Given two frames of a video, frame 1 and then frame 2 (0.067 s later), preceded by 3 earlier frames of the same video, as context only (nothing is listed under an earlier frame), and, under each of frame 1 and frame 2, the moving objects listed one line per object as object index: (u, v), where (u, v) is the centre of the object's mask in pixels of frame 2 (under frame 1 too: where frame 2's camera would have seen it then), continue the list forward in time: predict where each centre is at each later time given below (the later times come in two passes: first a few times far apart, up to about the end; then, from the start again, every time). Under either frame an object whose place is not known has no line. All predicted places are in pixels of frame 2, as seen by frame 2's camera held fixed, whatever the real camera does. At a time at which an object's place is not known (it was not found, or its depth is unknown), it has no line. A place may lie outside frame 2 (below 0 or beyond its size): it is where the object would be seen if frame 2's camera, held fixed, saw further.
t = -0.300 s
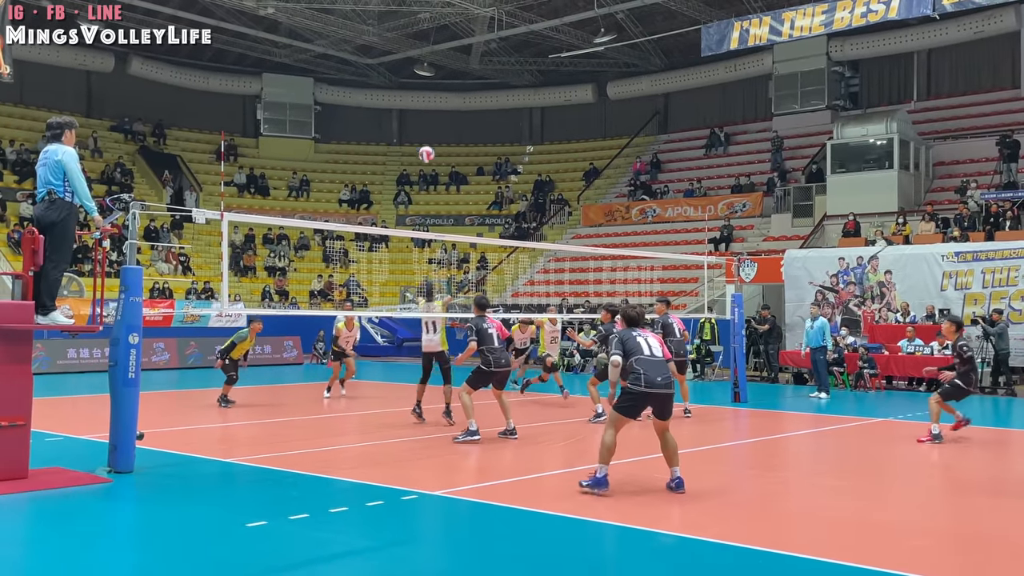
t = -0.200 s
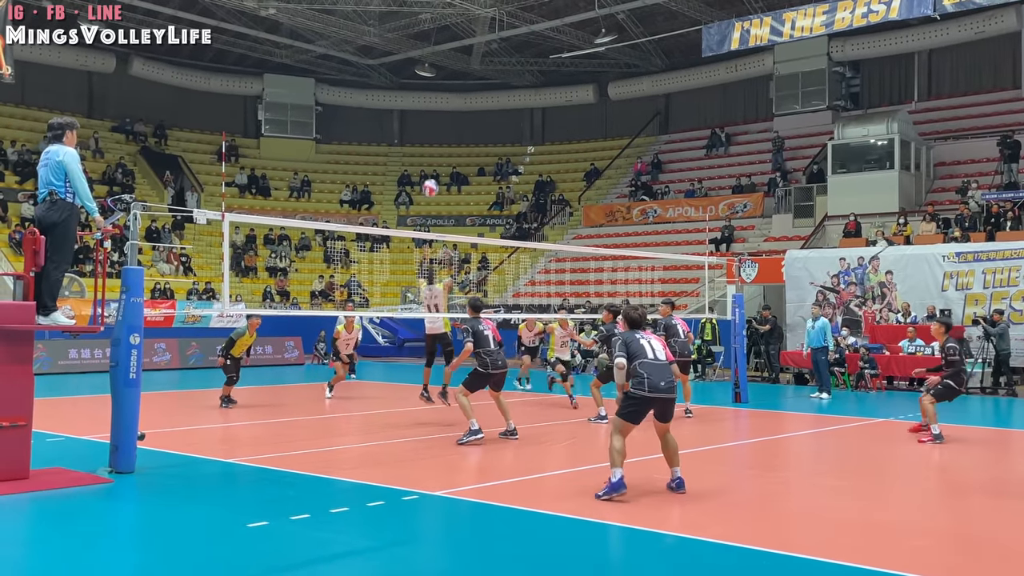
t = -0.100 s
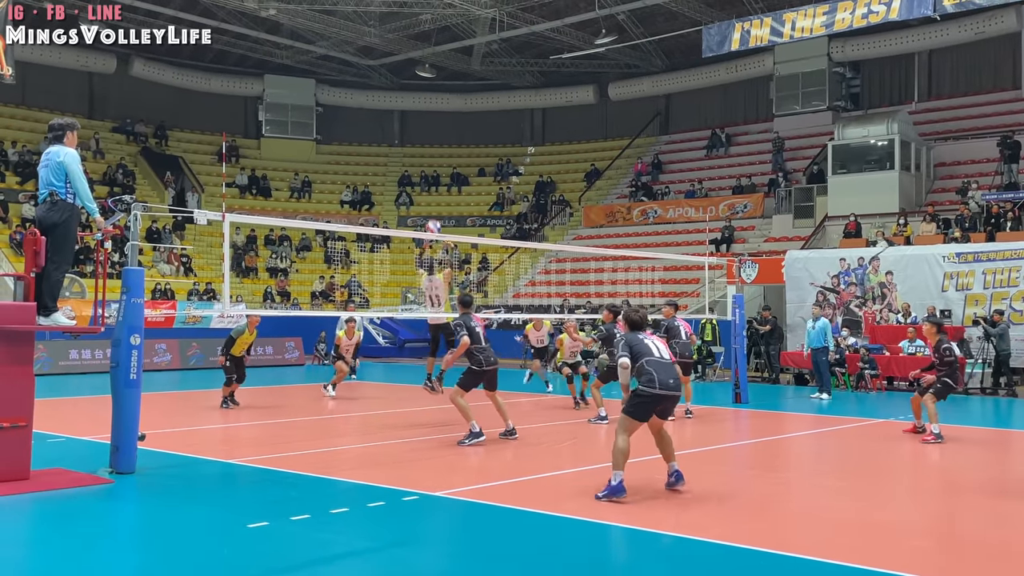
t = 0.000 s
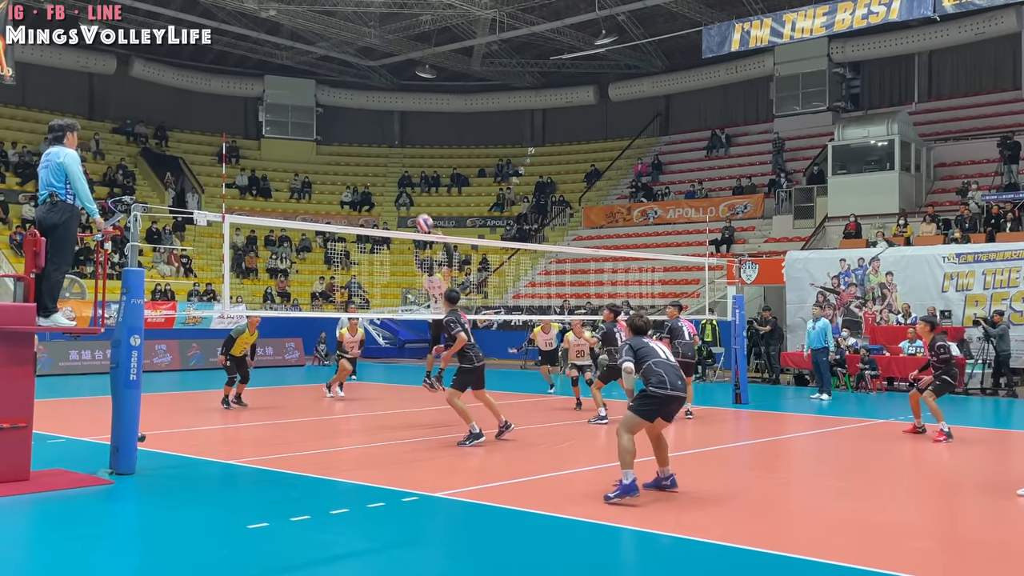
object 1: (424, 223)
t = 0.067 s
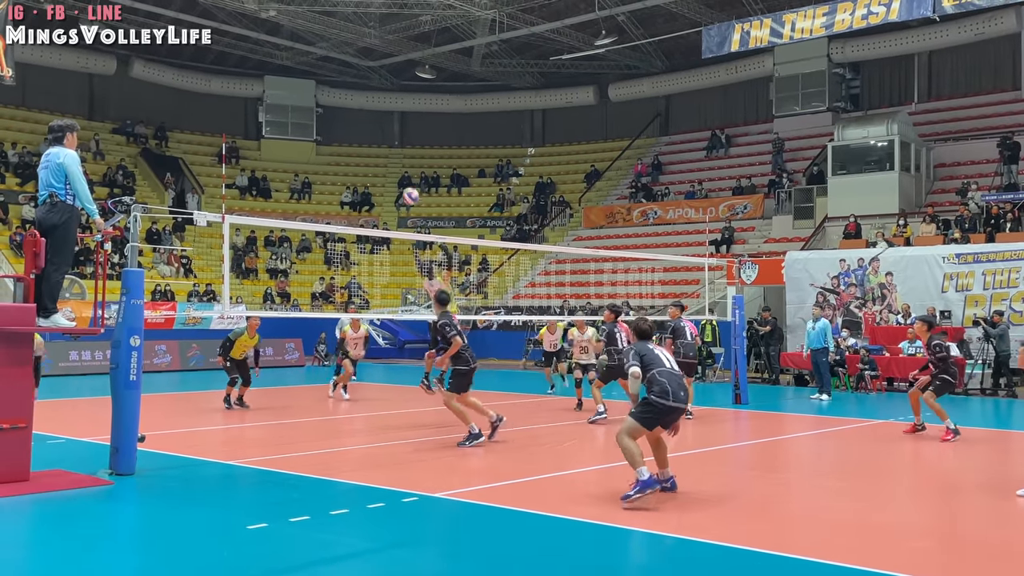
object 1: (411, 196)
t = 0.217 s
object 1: (380, 147)
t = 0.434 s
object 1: (334, 102)
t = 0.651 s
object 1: (286, 93)
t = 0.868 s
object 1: (234, 125)
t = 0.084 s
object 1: (407, 190)
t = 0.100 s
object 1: (404, 184)
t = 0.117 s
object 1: (401, 178)
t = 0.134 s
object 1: (397, 173)
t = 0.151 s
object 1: (394, 167)
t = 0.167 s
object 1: (390, 162)
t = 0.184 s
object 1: (387, 156)
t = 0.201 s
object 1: (383, 151)
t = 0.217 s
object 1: (380, 147)
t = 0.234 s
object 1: (376, 142)
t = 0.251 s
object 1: (373, 138)
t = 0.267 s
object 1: (369, 134)
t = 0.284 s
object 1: (366, 129)
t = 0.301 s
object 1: (362, 126)
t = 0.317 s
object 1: (359, 122)
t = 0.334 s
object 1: (355, 118)
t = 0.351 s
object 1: (352, 115)
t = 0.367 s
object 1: (348, 112)
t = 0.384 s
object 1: (345, 109)
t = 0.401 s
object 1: (341, 107)
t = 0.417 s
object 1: (338, 104)
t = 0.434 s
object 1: (334, 102)
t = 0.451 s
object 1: (330, 100)
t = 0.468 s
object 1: (327, 98)
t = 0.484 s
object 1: (323, 97)
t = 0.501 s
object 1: (319, 95)
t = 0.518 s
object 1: (316, 94)
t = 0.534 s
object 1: (312, 93)
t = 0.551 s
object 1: (308, 92)
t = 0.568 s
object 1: (305, 92)
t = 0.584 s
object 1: (301, 92)
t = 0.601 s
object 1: (297, 92)
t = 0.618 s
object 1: (294, 92)
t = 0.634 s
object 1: (290, 92)
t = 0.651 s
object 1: (286, 93)
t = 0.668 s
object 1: (282, 94)
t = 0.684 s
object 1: (278, 95)
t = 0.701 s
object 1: (274, 97)
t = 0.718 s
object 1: (270, 99)
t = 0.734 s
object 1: (266, 101)
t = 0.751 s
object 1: (263, 103)
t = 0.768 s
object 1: (258, 105)
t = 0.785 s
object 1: (254, 108)
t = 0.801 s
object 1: (250, 111)
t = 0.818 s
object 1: (246, 114)
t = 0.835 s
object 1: (242, 117)
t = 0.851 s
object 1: (238, 121)
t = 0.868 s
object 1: (234, 125)
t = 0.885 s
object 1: (230, 129)
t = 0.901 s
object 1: (226, 133)
